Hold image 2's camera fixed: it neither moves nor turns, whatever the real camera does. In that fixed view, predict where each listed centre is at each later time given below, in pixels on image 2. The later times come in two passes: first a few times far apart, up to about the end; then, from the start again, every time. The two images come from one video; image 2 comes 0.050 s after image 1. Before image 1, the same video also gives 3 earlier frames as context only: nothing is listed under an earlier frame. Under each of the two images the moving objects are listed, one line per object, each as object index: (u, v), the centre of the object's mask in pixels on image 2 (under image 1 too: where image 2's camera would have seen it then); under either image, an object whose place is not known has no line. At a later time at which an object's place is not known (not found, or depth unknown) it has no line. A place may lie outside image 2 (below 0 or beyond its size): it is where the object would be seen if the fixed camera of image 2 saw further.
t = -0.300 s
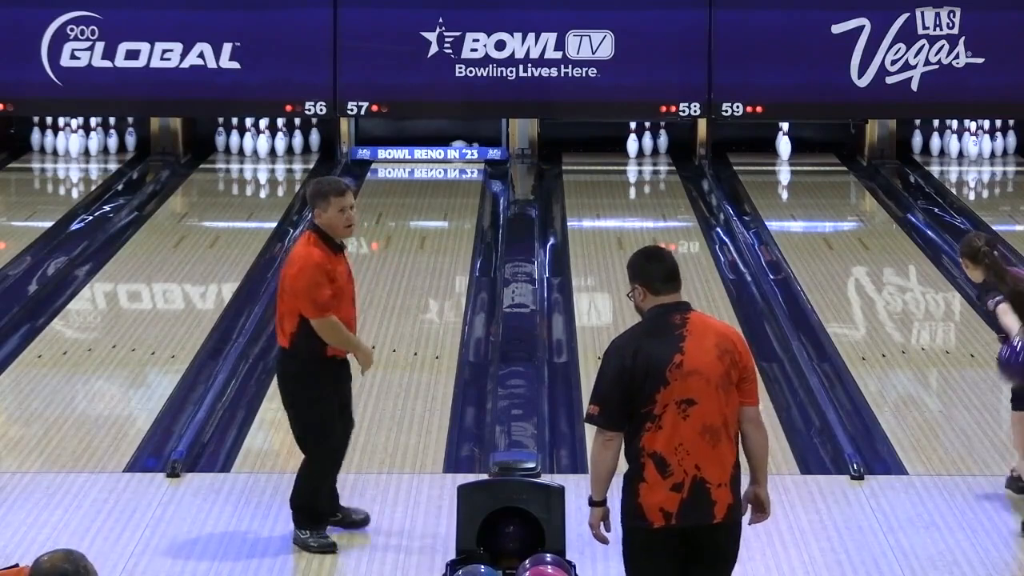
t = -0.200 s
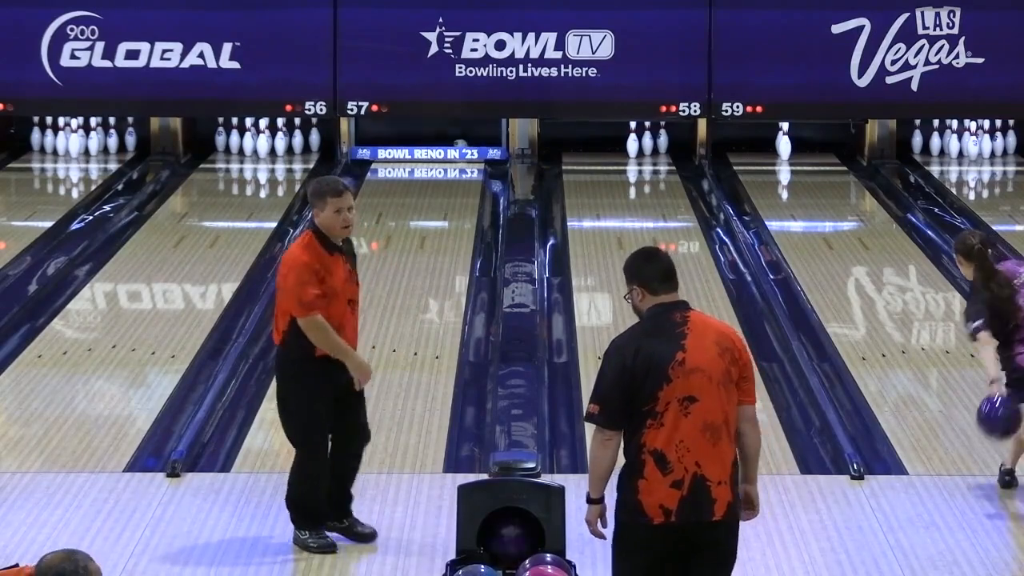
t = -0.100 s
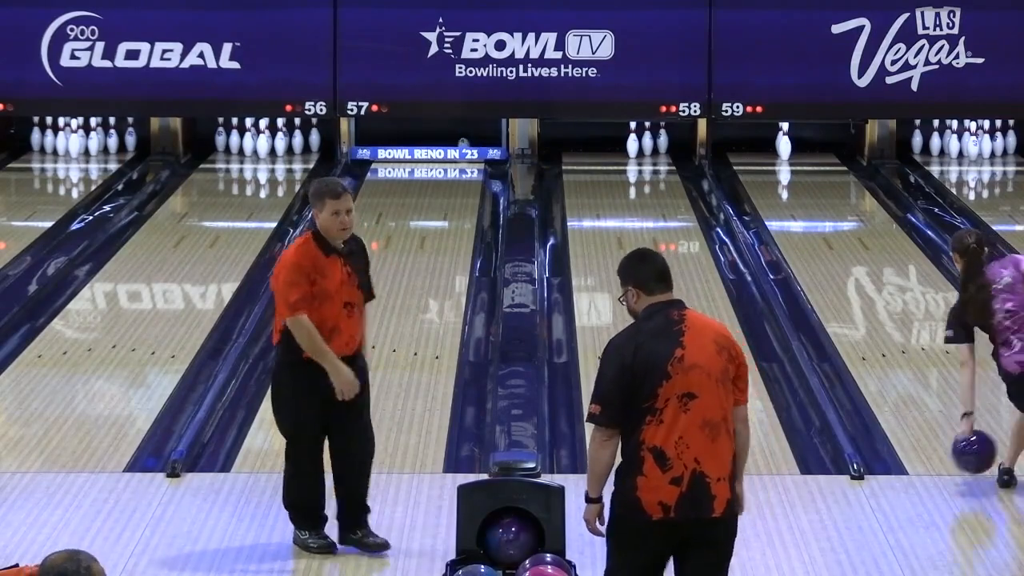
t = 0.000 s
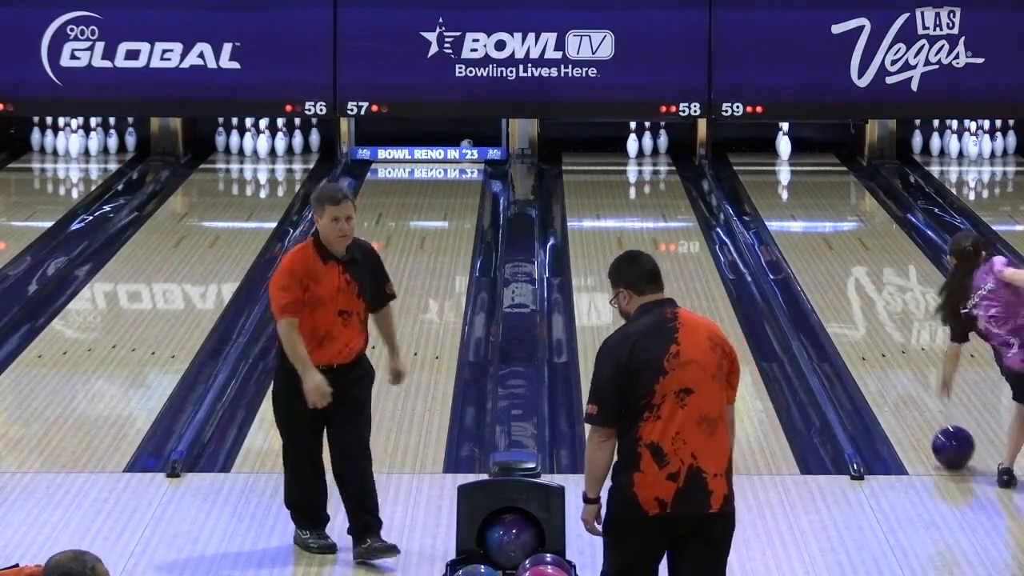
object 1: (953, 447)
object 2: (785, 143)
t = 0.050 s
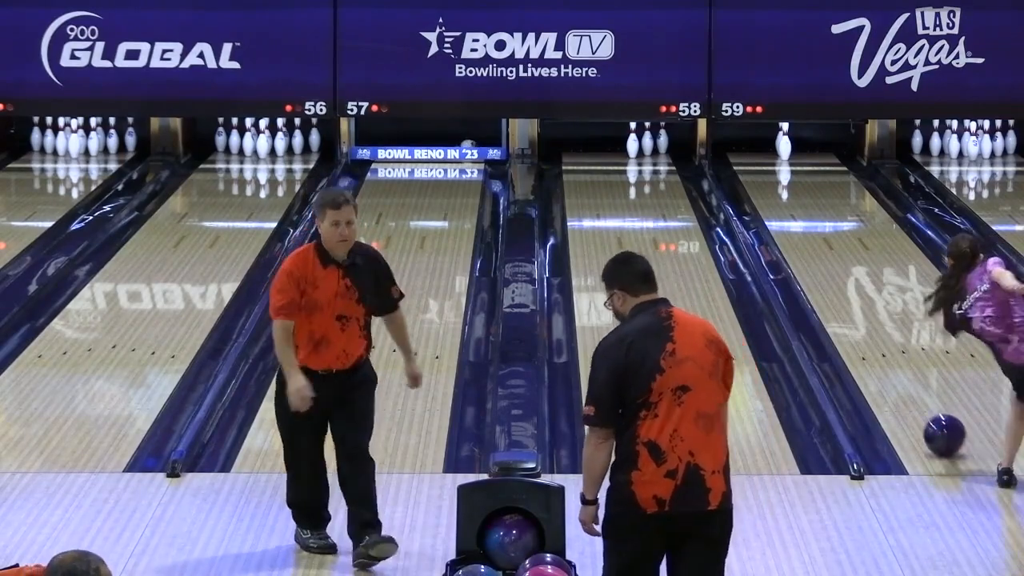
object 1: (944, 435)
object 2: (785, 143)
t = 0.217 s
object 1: (918, 398)
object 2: (785, 143)
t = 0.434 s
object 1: (888, 358)
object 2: (785, 143)
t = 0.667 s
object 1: (862, 320)
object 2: (785, 143)
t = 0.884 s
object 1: (840, 290)
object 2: (785, 143)
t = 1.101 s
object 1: (822, 263)
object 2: (785, 143)
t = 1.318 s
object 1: (807, 240)
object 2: (785, 143)
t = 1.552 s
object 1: (792, 216)
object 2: (785, 143)
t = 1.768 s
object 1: (782, 198)
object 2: (785, 143)
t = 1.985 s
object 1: (775, 181)
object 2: (785, 143)
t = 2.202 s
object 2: (785, 143)
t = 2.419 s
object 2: (785, 141)
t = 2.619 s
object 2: (815, 141)
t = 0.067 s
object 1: (941, 431)
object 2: (785, 143)
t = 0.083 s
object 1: (939, 427)
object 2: (785, 143)
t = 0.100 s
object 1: (936, 423)
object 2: (785, 143)
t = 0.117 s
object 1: (933, 419)
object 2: (785, 143)
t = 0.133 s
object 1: (931, 416)
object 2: (785, 143)
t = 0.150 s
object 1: (928, 412)
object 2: (785, 143)
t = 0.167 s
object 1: (925, 408)
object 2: (785, 143)
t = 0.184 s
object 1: (923, 405)
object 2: (785, 143)
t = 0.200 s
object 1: (920, 402)
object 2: (785, 143)
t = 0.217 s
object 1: (918, 398)
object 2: (785, 143)
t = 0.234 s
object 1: (915, 395)
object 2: (785, 143)
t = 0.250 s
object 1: (913, 392)
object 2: (785, 143)
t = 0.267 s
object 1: (911, 389)
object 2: (785, 143)
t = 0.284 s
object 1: (908, 385)
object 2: (785, 143)
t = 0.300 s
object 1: (906, 382)
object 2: (785, 143)
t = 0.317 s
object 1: (904, 379)
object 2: (785, 143)
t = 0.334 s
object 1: (901, 376)
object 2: (785, 143)
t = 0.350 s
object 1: (899, 373)
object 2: (785, 143)
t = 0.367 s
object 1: (897, 370)
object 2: (785, 143)
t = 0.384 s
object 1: (895, 367)
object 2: (785, 143)
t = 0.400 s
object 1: (892, 364)
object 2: (785, 143)
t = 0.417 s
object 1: (890, 361)
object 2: (785, 143)
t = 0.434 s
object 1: (888, 358)
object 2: (785, 143)
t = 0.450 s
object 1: (886, 355)
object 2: (785, 143)
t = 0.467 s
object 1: (884, 352)
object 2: (785, 143)
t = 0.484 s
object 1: (882, 349)
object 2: (785, 143)
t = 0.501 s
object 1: (880, 346)
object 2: (785, 143)
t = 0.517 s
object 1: (878, 344)
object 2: (785, 143)
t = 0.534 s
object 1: (876, 341)
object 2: (785, 143)
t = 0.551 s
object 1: (874, 338)
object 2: (785, 143)
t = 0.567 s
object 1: (872, 336)
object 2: (785, 143)
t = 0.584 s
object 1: (871, 333)
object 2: (785, 143)
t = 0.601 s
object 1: (869, 331)
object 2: (785, 143)
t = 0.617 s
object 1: (867, 328)
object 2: (785, 143)
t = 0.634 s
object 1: (865, 325)
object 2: (785, 143)
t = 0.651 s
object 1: (863, 322)
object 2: (785, 143)
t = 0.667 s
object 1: (862, 320)
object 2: (785, 143)
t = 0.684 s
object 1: (860, 318)
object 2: (785, 143)
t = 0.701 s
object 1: (858, 315)
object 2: (785, 143)
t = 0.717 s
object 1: (856, 312)
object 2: (785, 143)
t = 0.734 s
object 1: (855, 310)
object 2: (785, 143)
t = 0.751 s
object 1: (853, 308)
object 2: (785, 143)
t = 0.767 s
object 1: (851, 306)
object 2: (785, 143)
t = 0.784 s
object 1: (850, 303)
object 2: (785, 143)
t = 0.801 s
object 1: (848, 301)
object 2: (785, 143)
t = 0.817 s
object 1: (847, 299)
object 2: (785, 143)
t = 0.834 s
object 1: (845, 297)
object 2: (785, 143)
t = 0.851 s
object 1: (843, 294)
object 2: (785, 143)
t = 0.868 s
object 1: (842, 292)
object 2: (785, 143)
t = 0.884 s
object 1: (840, 290)
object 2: (785, 143)
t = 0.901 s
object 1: (839, 288)
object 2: (785, 143)
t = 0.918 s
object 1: (837, 285)
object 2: (785, 143)
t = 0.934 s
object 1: (836, 283)
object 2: (785, 143)
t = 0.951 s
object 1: (834, 281)
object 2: (785, 143)
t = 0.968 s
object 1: (833, 279)
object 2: (785, 143)
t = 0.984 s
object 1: (832, 277)
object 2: (785, 143)
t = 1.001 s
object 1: (830, 275)
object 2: (785, 143)
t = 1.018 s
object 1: (829, 273)
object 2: (785, 143)
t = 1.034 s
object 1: (827, 271)
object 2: (785, 143)
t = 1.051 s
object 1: (826, 269)
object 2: (785, 143)
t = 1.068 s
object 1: (825, 267)
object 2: (785, 143)
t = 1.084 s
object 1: (824, 265)
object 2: (785, 143)
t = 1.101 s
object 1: (822, 263)
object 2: (785, 143)
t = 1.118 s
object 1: (821, 261)
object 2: (785, 143)
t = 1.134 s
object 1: (820, 259)
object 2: (785, 143)
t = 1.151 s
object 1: (819, 257)
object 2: (785, 143)
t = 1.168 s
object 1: (817, 255)
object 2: (785, 143)
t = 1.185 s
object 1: (816, 253)
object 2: (785, 143)
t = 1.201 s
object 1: (815, 252)
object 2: (785, 143)
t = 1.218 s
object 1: (814, 250)
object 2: (785, 143)
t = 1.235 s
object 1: (812, 248)
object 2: (785, 143)
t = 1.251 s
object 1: (811, 246)
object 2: (785, 143)
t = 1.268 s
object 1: (810, 245)
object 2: (785, 143)
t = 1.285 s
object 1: (809, 243)
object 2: (785, 143)
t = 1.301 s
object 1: (808, 241)
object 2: (785, 143)
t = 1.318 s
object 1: (807, 240)
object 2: (785, 143)
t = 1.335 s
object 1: (806, 238)
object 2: (785, 143)
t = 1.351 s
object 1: (805, 236)
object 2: (785, 143)
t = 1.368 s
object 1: (804, 235)
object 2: (785, 143)
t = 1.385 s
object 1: (803, 233)
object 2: (785, 143)
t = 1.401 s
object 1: (802, 231)
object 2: (785, 143)
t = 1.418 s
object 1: (800, 229)
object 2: (785, 143)
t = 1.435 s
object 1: (799, 228)
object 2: (785, 143)
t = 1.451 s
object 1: (799, 226)
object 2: (785, 143)
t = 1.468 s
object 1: (797, 225)
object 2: (785, 143)
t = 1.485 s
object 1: (796, 223)
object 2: (785, 143)
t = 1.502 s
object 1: (795, 221)
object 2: (785, 143)
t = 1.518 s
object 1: (795, 220)
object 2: (785, 143)
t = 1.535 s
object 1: (793, 218)
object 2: (785, 143)
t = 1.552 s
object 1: (792, 216)
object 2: (785, 143)
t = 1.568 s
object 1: (792, 215)
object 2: (785, 143)
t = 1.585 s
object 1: (791, 213)
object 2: (785, 143)
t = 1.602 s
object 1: (790, 212)
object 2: (785, 143)
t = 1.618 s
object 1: (789, 211)
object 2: (785, 143)
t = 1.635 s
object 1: (788, 209)
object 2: (785, 143)
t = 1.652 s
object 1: (787, 208)
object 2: (785, 143)
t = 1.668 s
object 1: (787, 207)
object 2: (785, 143)
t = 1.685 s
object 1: (786, 205)
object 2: (785, 143)
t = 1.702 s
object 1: (785, 204)
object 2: (785, 143)
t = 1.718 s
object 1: (784, 202)
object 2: (785, 143)
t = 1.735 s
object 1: (784, 201)
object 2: (785, 143)
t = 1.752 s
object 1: (783, 200)
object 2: (785, 143)
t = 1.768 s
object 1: (782, 198)
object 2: (785, 143)
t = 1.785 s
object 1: (782, 197)
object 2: (785, 143)
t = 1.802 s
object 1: (781, 196)
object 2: (785, 143)
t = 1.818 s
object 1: (780, 194)
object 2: (785, 143)
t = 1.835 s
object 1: (780, 193)
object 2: (785, 143)
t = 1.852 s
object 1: (779, 192)
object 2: (785, 143)
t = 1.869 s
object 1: (779, 190)
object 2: (785, 143)
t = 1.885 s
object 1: (778, 189)
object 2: (785, 143)
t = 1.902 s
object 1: (778, 188)
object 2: (785, 143)
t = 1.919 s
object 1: (777, 187)
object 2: (785, 143)
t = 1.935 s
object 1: (777, 185)
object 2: (785, 143)
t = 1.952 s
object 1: (776, 184)
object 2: (785, 143)
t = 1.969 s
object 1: (775, 183)
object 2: (785, 143)
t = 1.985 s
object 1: (775, 181)
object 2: (785, 143)
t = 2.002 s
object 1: (775, 181)
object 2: (785, 143)
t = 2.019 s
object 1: (774, 179)
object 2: (785, 143)
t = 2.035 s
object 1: (774, 178)
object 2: (785, 143)
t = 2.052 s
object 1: (774, 177)
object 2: (785, 143)
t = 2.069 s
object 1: (773, 176)
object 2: (785, 143)
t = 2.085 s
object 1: (773, 175)
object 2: (785, 143)
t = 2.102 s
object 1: (773, 175)
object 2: (785, 143)
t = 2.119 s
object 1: (773, 173)
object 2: (785, 143)
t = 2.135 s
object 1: (772, 172)
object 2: (785, 143)
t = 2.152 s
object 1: (772, 171)
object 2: (785, 143)
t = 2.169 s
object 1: (772, 170)
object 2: (785, 143)
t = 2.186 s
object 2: (785, 143)
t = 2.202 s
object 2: (785, 143)
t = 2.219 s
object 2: (785, 143)
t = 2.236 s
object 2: (785, 143)
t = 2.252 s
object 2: (785, 143)
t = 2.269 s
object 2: (785, 143)
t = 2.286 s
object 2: (785, 142)
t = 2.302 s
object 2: (785, 142)
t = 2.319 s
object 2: (785, 142)
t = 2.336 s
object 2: (785, 142)
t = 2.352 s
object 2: (785, 142)
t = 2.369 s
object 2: (785, 142)
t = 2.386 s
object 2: (785, 141)
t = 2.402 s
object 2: (785, 141)
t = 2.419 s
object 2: (785, 141)
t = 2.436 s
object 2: (785, 141)
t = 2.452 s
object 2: (786, 141)
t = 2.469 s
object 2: (786, 141)
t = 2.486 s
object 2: (786, 140)
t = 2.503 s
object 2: (786, 141)
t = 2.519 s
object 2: (786, 140)
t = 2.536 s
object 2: (789, 142)
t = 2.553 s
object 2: (793, 141)
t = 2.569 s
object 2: (799, 140)
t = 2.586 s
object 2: (804, 140)
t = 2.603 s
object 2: (809, 140)
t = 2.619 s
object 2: (815, 141)
